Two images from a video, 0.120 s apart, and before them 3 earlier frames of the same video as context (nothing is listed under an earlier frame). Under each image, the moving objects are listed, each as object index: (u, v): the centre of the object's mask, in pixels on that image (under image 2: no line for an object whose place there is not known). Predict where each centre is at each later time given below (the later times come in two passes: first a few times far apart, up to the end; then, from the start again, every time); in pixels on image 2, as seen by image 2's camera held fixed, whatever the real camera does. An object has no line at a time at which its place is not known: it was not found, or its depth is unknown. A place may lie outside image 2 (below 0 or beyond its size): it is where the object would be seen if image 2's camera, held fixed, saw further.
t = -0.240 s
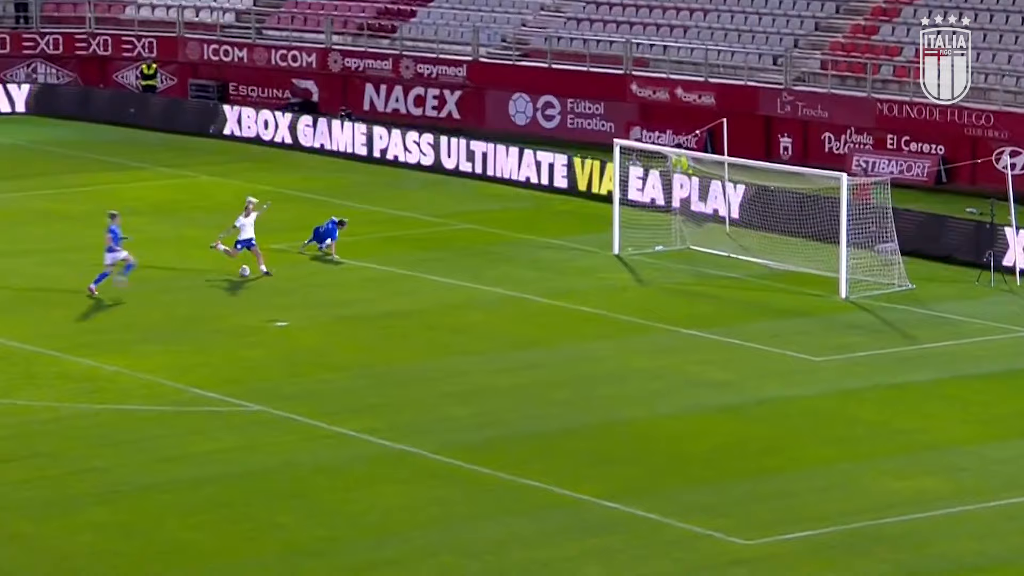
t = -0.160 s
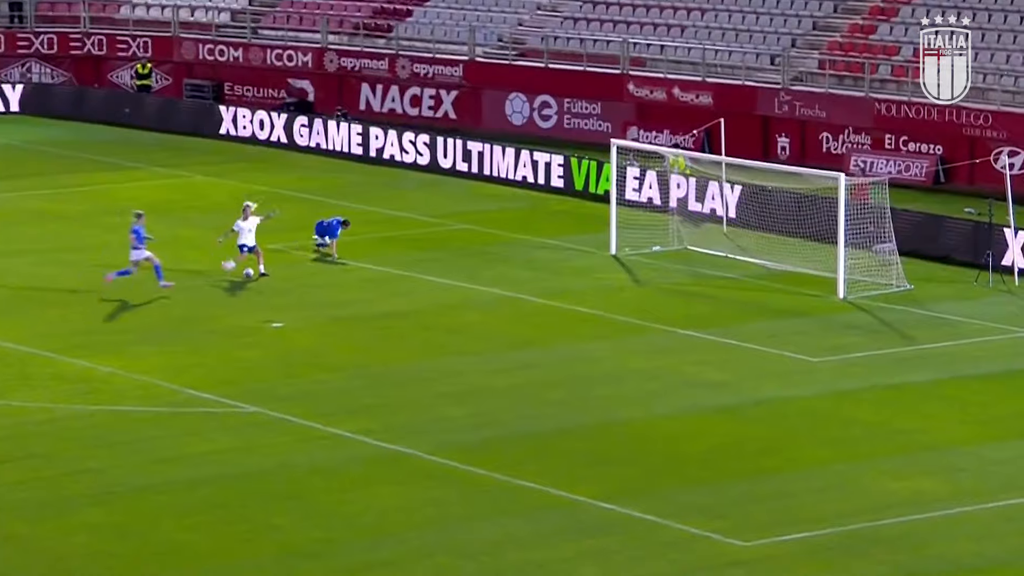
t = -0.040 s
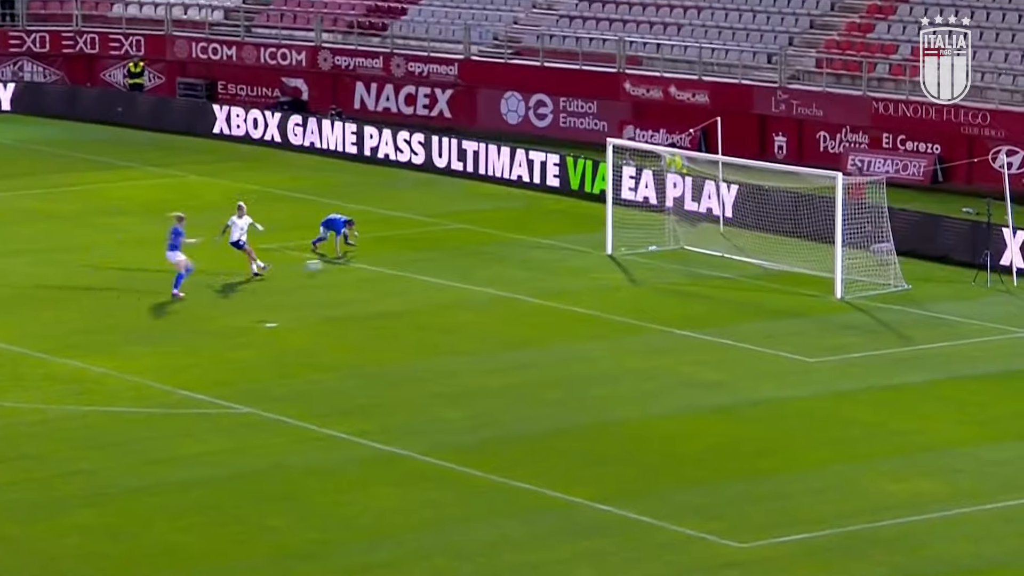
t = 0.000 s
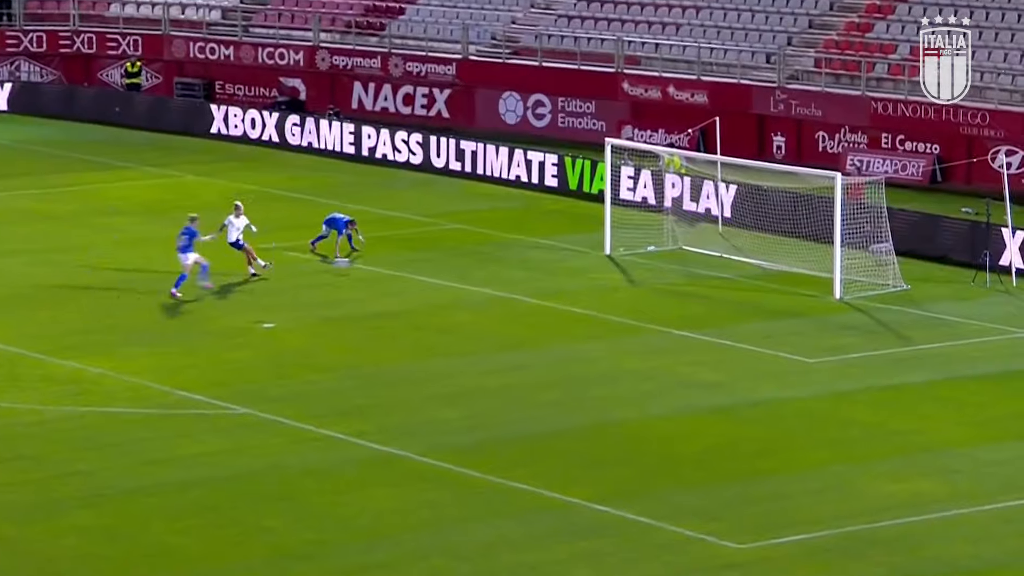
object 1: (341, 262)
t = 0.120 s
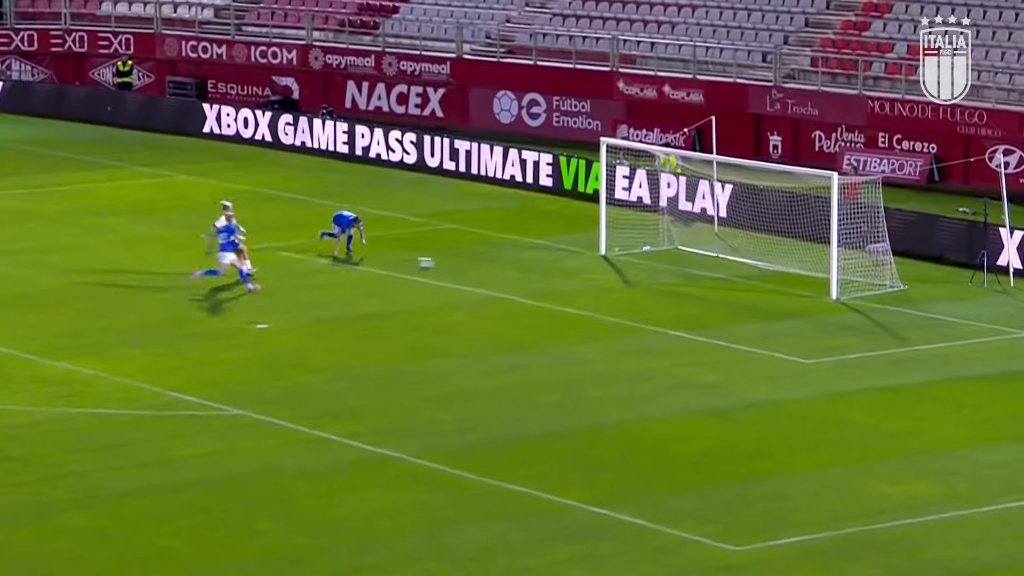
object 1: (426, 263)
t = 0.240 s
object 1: (502, 258)
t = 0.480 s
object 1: (637, 256)
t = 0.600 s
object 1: (689, 256)
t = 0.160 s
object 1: (452, 261)
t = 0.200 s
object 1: (477, 260)
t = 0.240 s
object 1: (502, 258)
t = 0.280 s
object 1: (527, 259)
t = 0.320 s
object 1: (551, 258)
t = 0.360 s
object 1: (573, 257)
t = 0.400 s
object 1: (594, 256)
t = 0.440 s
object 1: (616, 255)
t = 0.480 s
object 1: (637, 256)
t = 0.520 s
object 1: (654, 254)
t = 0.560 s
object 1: (673, 256)
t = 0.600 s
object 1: (689, 256)
